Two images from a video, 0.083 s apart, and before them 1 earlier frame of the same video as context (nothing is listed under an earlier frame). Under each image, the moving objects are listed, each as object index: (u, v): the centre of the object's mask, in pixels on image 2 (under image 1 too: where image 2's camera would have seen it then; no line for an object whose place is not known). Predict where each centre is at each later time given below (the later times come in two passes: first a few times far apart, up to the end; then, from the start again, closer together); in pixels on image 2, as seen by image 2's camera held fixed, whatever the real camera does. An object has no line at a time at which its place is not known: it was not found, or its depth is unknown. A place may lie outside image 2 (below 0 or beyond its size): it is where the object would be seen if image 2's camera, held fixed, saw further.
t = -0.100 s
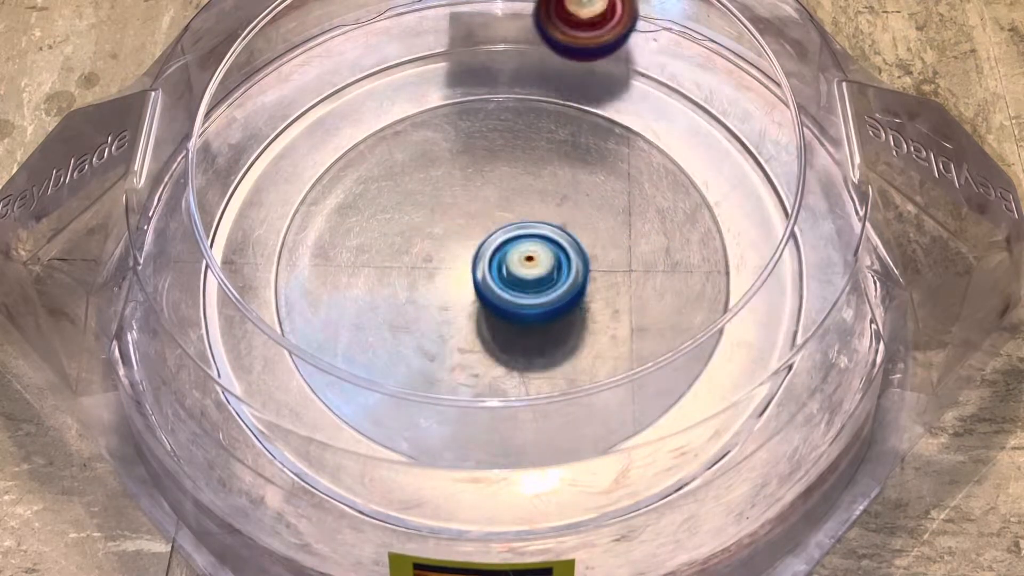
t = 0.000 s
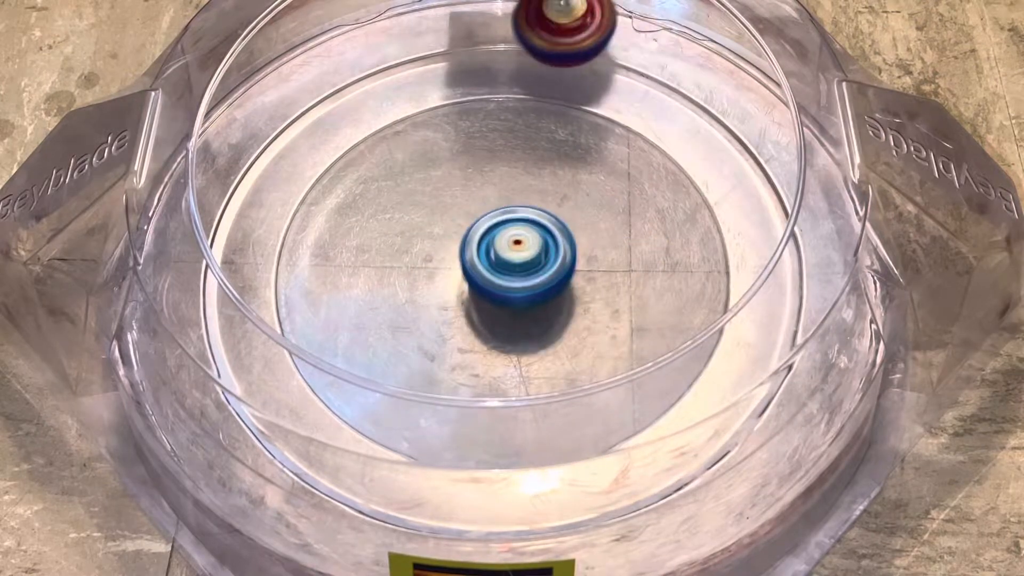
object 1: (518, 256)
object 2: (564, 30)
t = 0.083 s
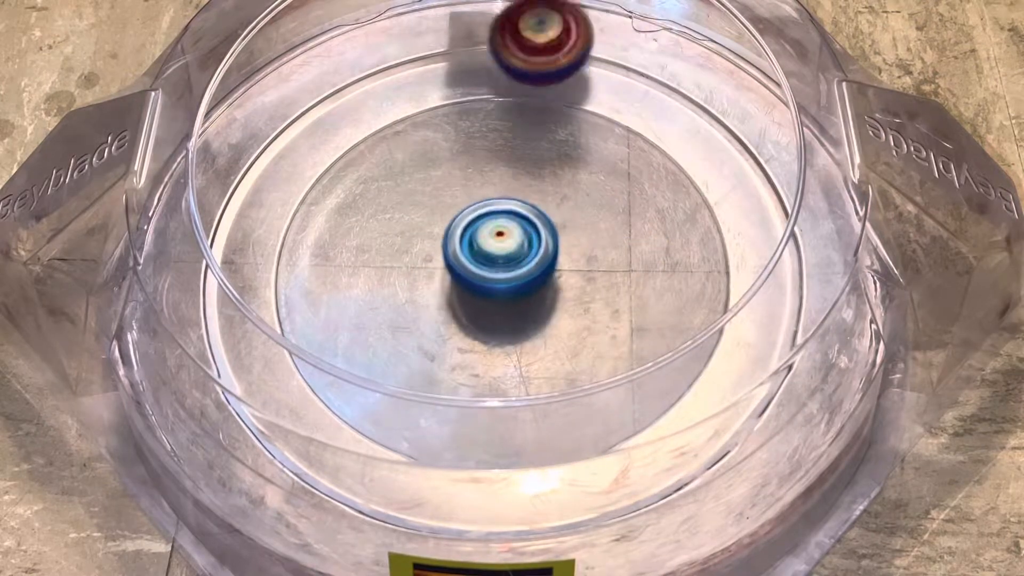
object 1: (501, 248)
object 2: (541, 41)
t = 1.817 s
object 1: (381, 235)
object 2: (621, 289)
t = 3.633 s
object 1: (514, 272)
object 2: (427, 92)
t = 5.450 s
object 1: (500, 268)
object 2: (362, 270)
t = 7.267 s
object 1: (524, 284)
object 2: (347, 277)
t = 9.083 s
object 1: (586, 383)
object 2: (539, 279)
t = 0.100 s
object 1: (498, 247)
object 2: (533, 44)
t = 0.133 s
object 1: (490, 247)
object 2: (522, 54)
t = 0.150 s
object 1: (487, 247)
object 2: (517, 59)
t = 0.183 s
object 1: (479, 249)
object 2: (507, 70)
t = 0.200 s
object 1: (477, 250)
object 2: (503, 77)
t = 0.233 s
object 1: (471, 254)
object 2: (491, 95)
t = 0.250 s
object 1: (469, 256)
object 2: (483, 107)
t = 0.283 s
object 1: (466, 261)
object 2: (467, 134)
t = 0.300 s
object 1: (465, 263)
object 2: (457, 148)
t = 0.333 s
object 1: (462, 299)
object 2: (441, 155)
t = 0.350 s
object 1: (461, 354)
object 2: (434, 115)
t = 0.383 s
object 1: (463, 476)
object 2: (424, 43)
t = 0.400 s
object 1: (465, 522)
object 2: (418, 24)
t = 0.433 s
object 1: (490, 501)
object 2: (422, 28)
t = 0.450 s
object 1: (504, 476)
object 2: (426, 37)
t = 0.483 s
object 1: (529, 411)
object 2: (437, 74)
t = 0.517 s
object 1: (549, 351)
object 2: (445, 125)
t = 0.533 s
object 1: (562, 338)
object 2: (449, 149)
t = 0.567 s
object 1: (583, 280)
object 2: (457, 202)
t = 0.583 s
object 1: (590, 254)
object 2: (461, 230)
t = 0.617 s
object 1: (596, 192)
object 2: (469, 283)
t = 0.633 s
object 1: (597, 162)
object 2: (475, 306)
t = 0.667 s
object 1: (595, 106)
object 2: (491, 348)
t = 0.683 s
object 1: (593, 83)
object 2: (500, 358)
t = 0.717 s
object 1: (587, 42)
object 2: (520, 402)
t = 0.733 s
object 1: (583, 30)
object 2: (532, 411)
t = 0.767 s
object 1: (568, 21)
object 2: (557, 435)
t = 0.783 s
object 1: (557, 24)
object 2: (570, 445)
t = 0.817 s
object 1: (533, 26)
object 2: (594, 460)
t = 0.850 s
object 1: (507, 32)
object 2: (623, 476)
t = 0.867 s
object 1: (494, 35)
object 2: (637, 487)
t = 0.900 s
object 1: (469, 45)
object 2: (662, 476)
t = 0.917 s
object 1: (457, 48)
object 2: (672, 472)
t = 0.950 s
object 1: (434, 59)
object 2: (693, 465)
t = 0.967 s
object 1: (424, 64)
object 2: (704, 458)
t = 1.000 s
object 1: (402, 74)
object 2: (726, 455)
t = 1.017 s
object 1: (392, 78)
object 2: (737, 450)
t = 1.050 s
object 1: (374, 87)
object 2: (758, 445)
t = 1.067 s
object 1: (366, 91)
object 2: (765, 442)
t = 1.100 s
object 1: (351, 98)
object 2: (768, 426)
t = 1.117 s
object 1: (345, 102)
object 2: (769, 417)
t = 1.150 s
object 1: (332, 109)
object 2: (772, 406)
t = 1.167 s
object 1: (326, 112)
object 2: (774, 403)
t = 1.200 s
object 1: (318, 118)
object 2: (775, 394)
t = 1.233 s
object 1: (311, 124)
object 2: (778, 389)
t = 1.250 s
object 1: (309, 126)
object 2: (779, 387)
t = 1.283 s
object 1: (304, 131)
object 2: (783, 385)
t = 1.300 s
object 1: (302, 133)
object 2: (785, 385)
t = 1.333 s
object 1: (299, 138)
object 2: (790, 388)
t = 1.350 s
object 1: (298, 140)
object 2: (793, 390)
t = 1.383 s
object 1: (296, 144)
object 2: (797, 394)
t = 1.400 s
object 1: (296, 145)
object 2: (798, 394)
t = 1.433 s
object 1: (296, 149)
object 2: (793, 392)
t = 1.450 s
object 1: (296, 151)
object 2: (789, 390)
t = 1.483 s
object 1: (297, 155)
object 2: (782, 386)
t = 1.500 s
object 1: (297, 157)
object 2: (778, 385)
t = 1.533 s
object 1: (298, 160)
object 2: (766, 378)
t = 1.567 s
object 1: (300, 164)
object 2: (755, 371)
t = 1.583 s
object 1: (300, 165)
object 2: (750, 367)
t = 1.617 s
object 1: (302, 168)
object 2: (737, 357)
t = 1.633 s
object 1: (305, 170)
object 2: (730, 354)
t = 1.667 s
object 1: (314, 179)
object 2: (713, 345)
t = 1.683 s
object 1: (320, 184)
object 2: (705, 341)
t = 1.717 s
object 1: (331, 193)
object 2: (686, 331)
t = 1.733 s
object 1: (338, 199)
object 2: (676, 323)
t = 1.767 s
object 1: (354, 213)
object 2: (653, 311)
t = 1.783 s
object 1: (362, 220)
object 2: (644, 306)
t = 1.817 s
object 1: (381, 235)
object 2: (621, 289)
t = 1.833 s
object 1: (390, 242)
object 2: (609, 279)
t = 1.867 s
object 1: (411, 257)
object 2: (584, 257)
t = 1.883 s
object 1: (422, 264)
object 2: (570, 246)
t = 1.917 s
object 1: (440, 279)
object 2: (545, 223)
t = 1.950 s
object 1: (436, 296)
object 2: (534, 196)
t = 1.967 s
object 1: (436, 305)
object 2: (526, 186)
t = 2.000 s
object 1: (439, 319)
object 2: (509, 170)
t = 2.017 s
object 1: (442, 322)
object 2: (499, 164)
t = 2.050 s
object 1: (451, 332)
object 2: (478, 155)
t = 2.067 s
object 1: (456, 334)
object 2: (468, 153)
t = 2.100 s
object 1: (467, 335)
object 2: (444, 152)
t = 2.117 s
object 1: (474, 334)
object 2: (433, 154)
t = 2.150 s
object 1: (486, 330)
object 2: (410, 162)
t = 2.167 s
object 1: (492, 328)
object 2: (398, 167)
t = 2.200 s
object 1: (504, 321)
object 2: (376, 182)
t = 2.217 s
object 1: (509, 317)
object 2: (365, 191)
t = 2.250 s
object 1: (518, 308)
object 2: (346, 213)
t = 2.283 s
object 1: (525, 297)
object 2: (329, 237)
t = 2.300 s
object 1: (528, 292)
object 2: (323, 251)
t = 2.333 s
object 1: (531, 281)
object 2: (315, 279)
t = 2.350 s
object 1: (532, 276)
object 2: (315, 294)
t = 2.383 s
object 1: (532, 266)
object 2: (317, 322)
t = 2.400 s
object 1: (532, 262)
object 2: (321, 338)
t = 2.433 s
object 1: (529, 253)
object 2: (335, 365)
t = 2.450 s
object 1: (526, 250)
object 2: (345, 379)
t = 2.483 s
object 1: (521, 244)
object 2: (372, 401)
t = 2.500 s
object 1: (518, 242)
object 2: (388, 413)
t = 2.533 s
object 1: (512, 238)
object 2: (424, 430)
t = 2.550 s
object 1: (509, 237)
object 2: (443, 444)
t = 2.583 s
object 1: (502, 236)
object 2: (487, 449)
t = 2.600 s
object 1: (498, 237)
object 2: (510, 447)
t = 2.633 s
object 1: (492, 238)
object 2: (554, 440)
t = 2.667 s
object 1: (486, 240)
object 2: (593, 415)
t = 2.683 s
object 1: (483, 243)
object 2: (611, 401)
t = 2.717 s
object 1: (479, 247)
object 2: (645, 374)
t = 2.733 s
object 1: (478, 248)
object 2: (657, 360)
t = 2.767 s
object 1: (476, 253)
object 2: (677, 326)
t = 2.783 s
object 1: (475, 255)
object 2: (682, 309)
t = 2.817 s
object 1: (475, 260)
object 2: (691, 277)
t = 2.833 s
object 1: (475, 262)
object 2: (693, 259)
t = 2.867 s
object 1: (477, 266)
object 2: (687, 224)
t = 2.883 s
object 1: (479, 268)
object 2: (682, 208)
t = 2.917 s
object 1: (482, 270)
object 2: (665, 176)
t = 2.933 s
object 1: (484, 271)
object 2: (655, 162)
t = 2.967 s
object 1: (488, 272)
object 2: (630, 135)
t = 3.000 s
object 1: (492, 272)
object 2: (600, 114)
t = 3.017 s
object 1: (494, 272)
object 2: (584, 105)
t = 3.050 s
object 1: (504, 269)
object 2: (495, 78)
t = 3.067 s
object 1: (508, 266)
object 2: (441, 81)
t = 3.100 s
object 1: (512, 259)
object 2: (353, 86)
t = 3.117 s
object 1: (513, 256)
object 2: (322, 88)
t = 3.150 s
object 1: (511, 252)
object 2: (274, 128)
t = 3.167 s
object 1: (508, 251)
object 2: (253, 160)
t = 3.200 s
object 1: (503, 254)
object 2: (221, 210)
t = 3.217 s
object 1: (501, 256)
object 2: (213, 236)
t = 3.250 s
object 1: (499, 259)
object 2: (218, 307)
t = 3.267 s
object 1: (499, 263)
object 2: (228, 341)
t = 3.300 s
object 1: (503, 267)
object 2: (258, 384)
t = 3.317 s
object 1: (505, 267)
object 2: (276, 394)
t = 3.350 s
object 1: (510, 267)
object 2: (329, 410)
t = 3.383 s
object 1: (513, 266)
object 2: (403, 416)
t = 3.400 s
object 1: (515, 264)
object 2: (459, 414)
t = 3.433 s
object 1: (516, 262)
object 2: (560, 385)
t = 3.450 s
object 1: (516, 263)
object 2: (592, 352)
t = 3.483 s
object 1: (516, 262)
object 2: (652, 293)
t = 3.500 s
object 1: (516, 261)
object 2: (663, 241)
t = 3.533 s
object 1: (513, 263)
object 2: (639, 166)
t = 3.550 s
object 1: (513, 264)
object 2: (620, 140)
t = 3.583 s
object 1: (512, 266)
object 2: (554, 94)
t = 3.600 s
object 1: (512, 269)
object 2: (508, 79)
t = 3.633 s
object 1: (514, 272)
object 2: (427, 92)
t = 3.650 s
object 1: (514, 272)
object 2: (394, 107)
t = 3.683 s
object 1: (514, 273)
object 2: (330, 162)
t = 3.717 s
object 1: (513, 274)
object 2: (300, 236)
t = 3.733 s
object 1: (513, 274)
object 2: (307, 282)
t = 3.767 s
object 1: (511, 274)
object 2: (344, 342)
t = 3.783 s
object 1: (510, 275)
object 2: (390, 374)
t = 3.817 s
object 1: (508, 274)
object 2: (490, 403)
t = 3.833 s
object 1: (506, 277)
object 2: (553, 396)
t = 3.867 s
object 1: (504, 278)
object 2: (643, 353)
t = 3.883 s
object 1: (503, 279)
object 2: (669, 328)
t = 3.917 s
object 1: (503, 281)
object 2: (706, 260)
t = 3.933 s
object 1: (502, 283)
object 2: (709, 217)
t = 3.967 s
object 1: (502, 284)
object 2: (681, 151)
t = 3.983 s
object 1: (502, 284)
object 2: (658, 131)
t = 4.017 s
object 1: (502, 284)
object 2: (583, 97)
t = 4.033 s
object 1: (503, 284)
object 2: (535, 91)
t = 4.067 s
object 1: (502, 284)
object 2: (451, 106)
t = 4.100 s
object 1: (501, 283)
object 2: (381, 150)
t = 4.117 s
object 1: (502, 284)
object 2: (358, 175)
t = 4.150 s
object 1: (500, 283)
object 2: (329, 248)
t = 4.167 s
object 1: (499, 282)
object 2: (333, 294)
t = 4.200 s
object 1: (495, 281)
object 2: (370, 361)
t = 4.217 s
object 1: (494, 281)
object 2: (394, 386)
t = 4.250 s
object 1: (491, 282)
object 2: (479, 424)
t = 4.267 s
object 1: (490, 281)
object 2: (538, 424)
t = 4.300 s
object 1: (491, 283)
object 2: (626, 399)
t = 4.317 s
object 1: (492, 283)
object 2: (655, 379)
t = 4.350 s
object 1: (493, 283)
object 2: (700, 313)
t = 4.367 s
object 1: (493, 282)
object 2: (702, 270)
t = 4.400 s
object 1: (493, 281)
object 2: (682, 204)
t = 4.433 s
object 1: (494, 279)
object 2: (623, 155)
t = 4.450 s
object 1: (493, 279)
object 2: (592, 142)
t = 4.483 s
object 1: (493, 278)
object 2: (510, 129)
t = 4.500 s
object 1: (493, 278)
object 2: (458, 133)
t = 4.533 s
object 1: (493, 278)
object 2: (383, 165)
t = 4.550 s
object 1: (493, 277)
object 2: (359, 183)
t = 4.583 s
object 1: (493, 276)
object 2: (317, 241)
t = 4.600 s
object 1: (493, 276)
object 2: (309, 283)
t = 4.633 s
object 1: (492, 276)
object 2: (324, 347)
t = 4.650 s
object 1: (491, 275)
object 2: (342, 372)
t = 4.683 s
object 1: (490, 275)
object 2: (412, 411)
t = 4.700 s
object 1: (490, 275)
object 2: (464, 423)
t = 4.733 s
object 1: (489, 275)
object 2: (556, 405)
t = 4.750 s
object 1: (488, 274)
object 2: (585, 387)
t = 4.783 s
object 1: (488, 275)
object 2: (637, 323)
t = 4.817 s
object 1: (489, 274)
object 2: (653, 256)
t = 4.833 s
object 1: (490, 272)
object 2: (641, 215)
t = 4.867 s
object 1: (491, 271)
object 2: (593, 161)
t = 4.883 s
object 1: (491, 272)
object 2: (568, 145)
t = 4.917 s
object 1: (492, 272)
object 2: (493, 123)
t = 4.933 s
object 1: (491, 271)
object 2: (464, 121)
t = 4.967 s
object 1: (492, 271)
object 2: (392, 139)
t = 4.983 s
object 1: (492, 271)
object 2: (357, 159)
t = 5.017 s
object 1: (493, 270)
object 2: (319, 215)
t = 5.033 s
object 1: (495, 269)
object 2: (313, 238)
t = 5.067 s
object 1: (496, 267)
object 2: (329, 305)
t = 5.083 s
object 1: (498, 268)
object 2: (360, 334)
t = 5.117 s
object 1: (498, 266)
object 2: (433, 373)
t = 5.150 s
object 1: (498, 265)
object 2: (522, 366)
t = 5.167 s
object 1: (499, 266)
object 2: (556, 358)
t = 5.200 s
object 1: (499, 265)
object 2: (621, 321)
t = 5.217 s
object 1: (499, 266)
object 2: (642, 283)
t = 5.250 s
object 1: (498, 266)
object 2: (648, 215)
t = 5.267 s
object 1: (498, 267)
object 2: (638, 193)
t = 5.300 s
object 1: (498, 267)
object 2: (592, 143)
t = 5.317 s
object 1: (498, 268)
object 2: (555, 126)
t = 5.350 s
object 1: (499, 268)
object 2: (484, 124)
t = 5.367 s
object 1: (499, 269)
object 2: (455, 131)
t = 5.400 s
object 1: (500, 268)
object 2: (396, 170)
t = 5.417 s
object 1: (500, 268)
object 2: (372, 203)
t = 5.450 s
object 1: (500, 268)
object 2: (362, 270)
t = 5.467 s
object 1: (500, 268)
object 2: (369, 294)
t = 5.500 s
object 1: (499, 269)
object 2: (415, 346)
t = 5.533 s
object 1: (498, 269)
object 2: (487, 364)
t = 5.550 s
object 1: (498, 270)
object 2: (551, 371)
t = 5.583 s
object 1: (499, 271)
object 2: (577, 353)
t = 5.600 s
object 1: (499, 271)
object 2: (592, 348)
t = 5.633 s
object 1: (500, 272)
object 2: (615, 333)
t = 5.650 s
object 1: (500, 272)
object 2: (627, 324)
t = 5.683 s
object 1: (501, 272)
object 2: (642, 305)
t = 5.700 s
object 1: (501, 272)
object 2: (649, 292)
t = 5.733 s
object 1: (501, 272)
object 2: (653, 268)
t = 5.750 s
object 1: (502, 272)
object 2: (653, 255)
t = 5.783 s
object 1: (501, 271)
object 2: (646, 233)
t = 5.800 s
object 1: (502, 271)
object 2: (642, 220)
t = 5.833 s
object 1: (501, 271)
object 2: (625, 202)
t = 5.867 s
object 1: (502, 271)
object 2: (604, 184)
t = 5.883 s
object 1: (501, 270)
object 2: (593, 179)
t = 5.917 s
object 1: (501, 271)
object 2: (565, 167)
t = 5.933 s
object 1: (500, 271)
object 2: (552, 165)
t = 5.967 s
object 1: (499, 271)
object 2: (523, 161)
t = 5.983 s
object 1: (500, 271)
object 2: (510, 163)
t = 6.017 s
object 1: (498, 272)
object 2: (480, 165)
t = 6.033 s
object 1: (498, 272)
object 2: (467, 169)
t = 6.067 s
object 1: (498, 272)
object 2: (441, 179)
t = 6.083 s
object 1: (498, 273)
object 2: (431, 187)
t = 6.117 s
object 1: (497, 273)
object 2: (408, 201)
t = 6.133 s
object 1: (497, 274)
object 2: (401, 210)
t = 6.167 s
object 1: (497, 275)
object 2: (386, 231)
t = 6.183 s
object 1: (496, 276)
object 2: (382, 241)
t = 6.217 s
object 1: (497, 276)
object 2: (374, 264)
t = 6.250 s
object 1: (497, 277)
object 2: (373, 285)
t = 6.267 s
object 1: (498, 277)
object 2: (375, 297)
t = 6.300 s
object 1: (497, 278)
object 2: (383, 317)
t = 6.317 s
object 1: (498, 278)
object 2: (390, 327)
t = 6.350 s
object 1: (498, 278)
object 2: (406, 343)
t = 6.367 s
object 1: (499, 279)
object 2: (417, 349)
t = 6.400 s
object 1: (498, 278)
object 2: (441, 357)
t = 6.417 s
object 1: (499, 277)
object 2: (456, 361)
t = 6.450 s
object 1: (498, 277)
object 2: (482, 364)
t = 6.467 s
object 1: (498, 277)
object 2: (501, 364)
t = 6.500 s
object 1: (497, 276)
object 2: (527, 361)
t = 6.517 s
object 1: (497, 277)
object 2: (541, 357)
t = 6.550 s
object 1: (496, 276)
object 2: (565, 348)
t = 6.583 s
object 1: (496, 277)
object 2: (584, 335)
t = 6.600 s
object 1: (496, 276)
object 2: (594, 325)
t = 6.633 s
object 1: (495, 277)
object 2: (605, 305)
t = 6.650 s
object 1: (494, 276)
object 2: (609, 293)
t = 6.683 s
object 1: (492, 277)
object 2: (611, 274)
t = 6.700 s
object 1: (491, 276)
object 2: (610, 262)
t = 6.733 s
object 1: (490, 277)
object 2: (606, 243)
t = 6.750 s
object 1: (491, 277)
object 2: (600, 232)
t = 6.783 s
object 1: (489, 278)
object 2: (589, 215)
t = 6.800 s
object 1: (490, 278)
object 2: (580, 207)
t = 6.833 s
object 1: (490, 279)
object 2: (563, 194)
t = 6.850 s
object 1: (491, 279)
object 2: (552, 189)
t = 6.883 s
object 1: (491, 279)
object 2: (534, 178)
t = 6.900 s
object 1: (492, 280)
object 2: (523, 177)
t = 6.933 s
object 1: (492, 281)
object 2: (500, 172)
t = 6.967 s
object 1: (495, 280)
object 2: (480, 172)
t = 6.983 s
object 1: (495, 280)
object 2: (468, 174)
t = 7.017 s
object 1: (496, 279)
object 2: (448, 177)
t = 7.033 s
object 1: (495, 280)
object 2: (438, 183)
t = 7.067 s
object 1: (496, 279)
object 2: (418, 192)
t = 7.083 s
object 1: (495, 278)
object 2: (411, 200)
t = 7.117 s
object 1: (494, 278)
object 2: (397, 213)
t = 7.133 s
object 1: (494, 277)
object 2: (393, 222)
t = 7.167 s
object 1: (496, 278)
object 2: (381, 237)
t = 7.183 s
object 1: (503, 279)
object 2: (371, 242)
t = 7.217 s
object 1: (513, 283)
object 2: (357, 256)
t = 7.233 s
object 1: (519, 285)
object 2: (352, 261)
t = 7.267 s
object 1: (524, 284)
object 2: (347, 277)
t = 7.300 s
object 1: (529, 283)
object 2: (348, 295)
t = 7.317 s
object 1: (529, 284)
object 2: (349, 302)
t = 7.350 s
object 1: (531, 280)
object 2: (359, 319)
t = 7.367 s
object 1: (531, 279)
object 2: (365, 326)
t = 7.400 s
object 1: (530, 276)
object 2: (383, 338)
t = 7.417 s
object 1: (529, 275)
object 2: (394, 344)
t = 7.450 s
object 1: (527, 273)
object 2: (417, 352)
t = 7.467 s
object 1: (525, 273)
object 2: (431, 355)
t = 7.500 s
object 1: (523, 270)
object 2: (457, 357)
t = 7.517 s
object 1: (522, 269)
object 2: (471, 356)
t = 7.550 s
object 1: (519, 265)
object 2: (497, 354)
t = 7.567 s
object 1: (519, 259)
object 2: (507, 354)
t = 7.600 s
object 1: (519, 244)
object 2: (527, 353)
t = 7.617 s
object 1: (520, 241)
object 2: (536, 352)
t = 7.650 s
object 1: (517, 232)
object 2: (554, 342)
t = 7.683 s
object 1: (515, 226)
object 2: (573, 328)
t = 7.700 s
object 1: (512, 225)
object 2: (580, 321)
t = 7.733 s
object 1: (508, 225)
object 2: (588, 301)
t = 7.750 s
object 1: (505, 226)
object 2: (594, 291)
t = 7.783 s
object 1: (493, 220)
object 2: (603, 278)
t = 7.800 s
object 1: (482, 215)
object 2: (611, 274)
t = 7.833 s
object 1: (459, 208)
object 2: (624, 267)
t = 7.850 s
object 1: (451, 206)
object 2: (626, 263)
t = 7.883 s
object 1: (435, 204)
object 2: (630, 253)
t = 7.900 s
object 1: (430, 206)
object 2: (631, 247)
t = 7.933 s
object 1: (422, 210)
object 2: (630, 233)
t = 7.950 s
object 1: (420, 212)
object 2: (626, 226)
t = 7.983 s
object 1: (417, 219)
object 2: (618, 212)
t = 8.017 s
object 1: (417, 225)
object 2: (605, 199)
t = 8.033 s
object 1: (420, 229)
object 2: (597, 196)
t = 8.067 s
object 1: (423, 238)
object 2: (578, 187)
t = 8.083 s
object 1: (427, 241)
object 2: (568, 184)
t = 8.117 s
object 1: (433, 250)
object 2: (546, 185)
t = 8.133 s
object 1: (436, 253)
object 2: (533, 186)
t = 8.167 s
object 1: (433, 268)
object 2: (522, 184)
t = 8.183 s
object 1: (432, 277)
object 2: (519, 183)
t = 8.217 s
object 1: (430, 293)
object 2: (509, 185)
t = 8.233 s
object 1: (432, 299)
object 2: (501, 186)
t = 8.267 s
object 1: (437, 309)
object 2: (488, 194)
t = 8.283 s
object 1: (440, 313)
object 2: (483, 201)
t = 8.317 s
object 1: (449, 318)
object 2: (469, 215)
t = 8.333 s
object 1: (452, 321)
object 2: (464, 218)
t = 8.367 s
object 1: (460, 338)
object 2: (459, 219)
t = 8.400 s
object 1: (468, 348)
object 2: (456, 224)
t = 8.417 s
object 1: (474, 350)
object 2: (456, 231)
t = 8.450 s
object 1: (483, 353)
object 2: (456, 244)
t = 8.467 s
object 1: (489, 354)
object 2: (456, 249)
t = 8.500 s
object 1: (498, 354)
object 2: (461, 263)
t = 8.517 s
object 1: (502, 356)
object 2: (466, 266)
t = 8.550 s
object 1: (518, 409)
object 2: (472, 237)
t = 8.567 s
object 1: (527, 433)
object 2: (475, 225)
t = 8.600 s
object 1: (541, 463)
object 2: (481, 205)
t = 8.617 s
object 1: (547, 472)
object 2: (485, 197)
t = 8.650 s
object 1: (564, 506)
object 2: (489, 185)
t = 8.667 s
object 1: (569, 505)
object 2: (491, 183)
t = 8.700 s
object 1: (578, 502)
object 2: (491, 177)
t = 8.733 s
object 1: (587, 507)
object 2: (488, 175)
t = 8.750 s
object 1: (592, 509)
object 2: (484, 179)
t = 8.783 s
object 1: (598, 502)
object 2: (480, 183)
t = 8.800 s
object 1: (601, 500)
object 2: (477, 185)
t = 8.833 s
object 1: (605, 499)
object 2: (475, 195)
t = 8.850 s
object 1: (604, 486)
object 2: (476, 200)
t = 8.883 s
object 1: (606, 466)
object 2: (476, 215)
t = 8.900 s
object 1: (607, 458)
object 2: (479, 226)
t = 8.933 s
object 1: (606, 448)
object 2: (486, 239)
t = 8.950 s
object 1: (606, 441)
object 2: (488, 247)
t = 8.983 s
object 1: (606, 435)
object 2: (499, 260)
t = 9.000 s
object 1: (603, 431)
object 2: (506, 264)
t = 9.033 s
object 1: (596, 407)
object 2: (518, 272)
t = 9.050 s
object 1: (596, 403)
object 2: (526, 276)
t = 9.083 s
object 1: (586, 383)
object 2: (539, 279)
